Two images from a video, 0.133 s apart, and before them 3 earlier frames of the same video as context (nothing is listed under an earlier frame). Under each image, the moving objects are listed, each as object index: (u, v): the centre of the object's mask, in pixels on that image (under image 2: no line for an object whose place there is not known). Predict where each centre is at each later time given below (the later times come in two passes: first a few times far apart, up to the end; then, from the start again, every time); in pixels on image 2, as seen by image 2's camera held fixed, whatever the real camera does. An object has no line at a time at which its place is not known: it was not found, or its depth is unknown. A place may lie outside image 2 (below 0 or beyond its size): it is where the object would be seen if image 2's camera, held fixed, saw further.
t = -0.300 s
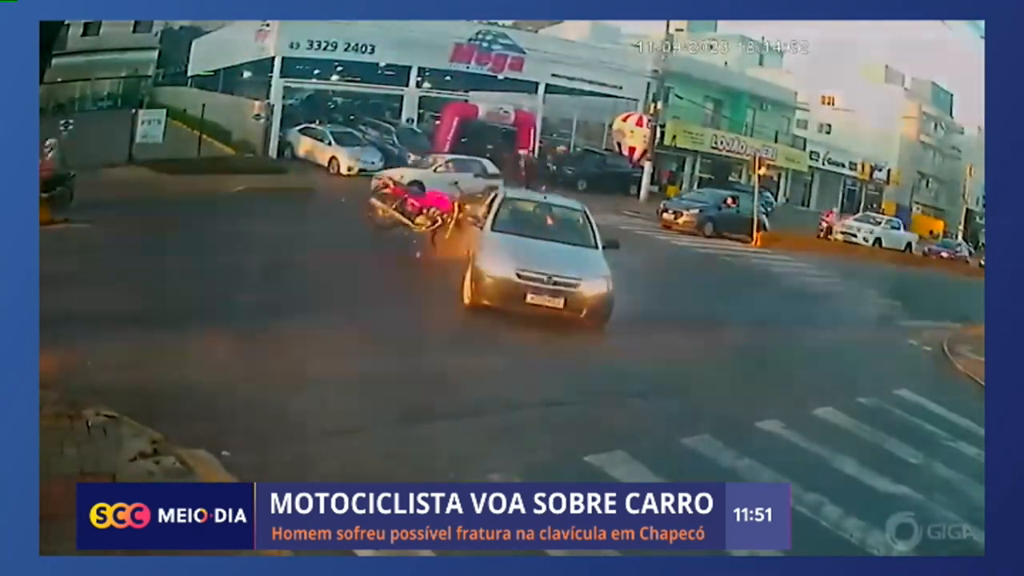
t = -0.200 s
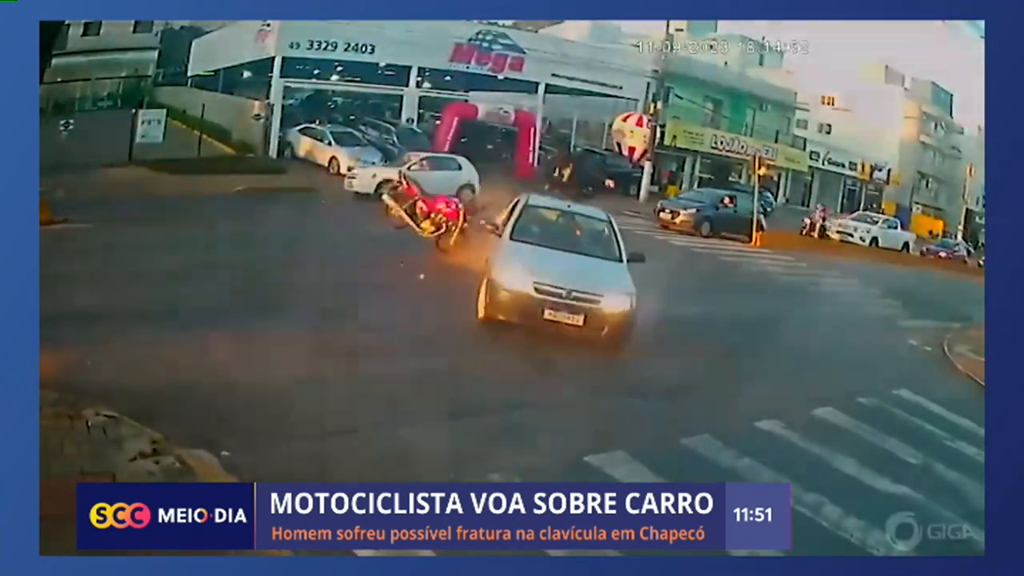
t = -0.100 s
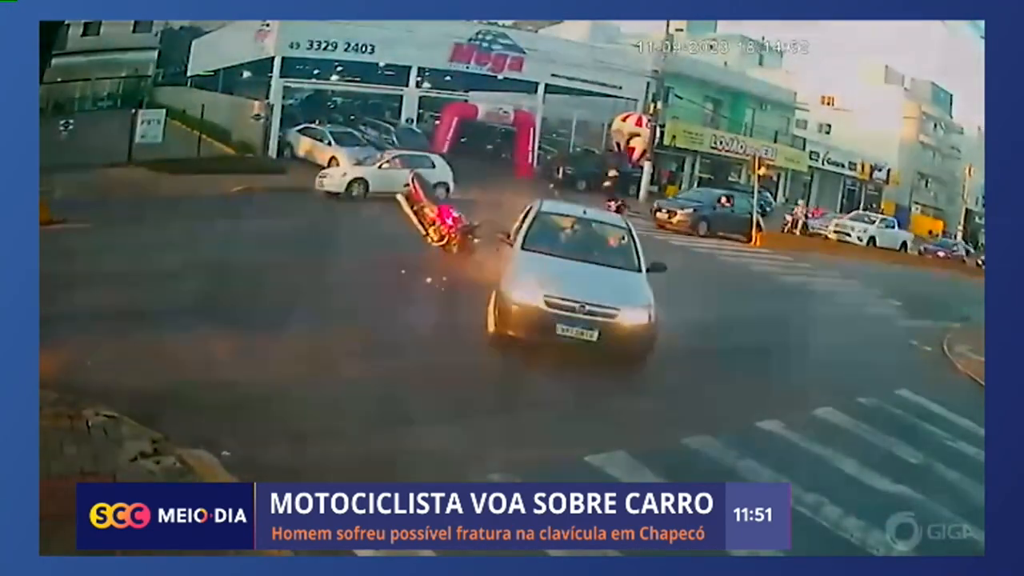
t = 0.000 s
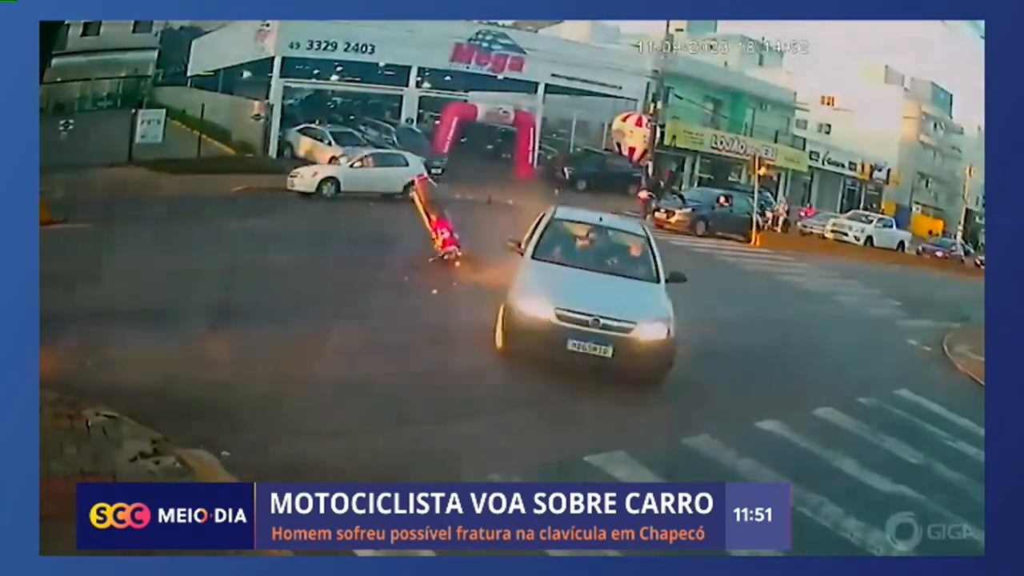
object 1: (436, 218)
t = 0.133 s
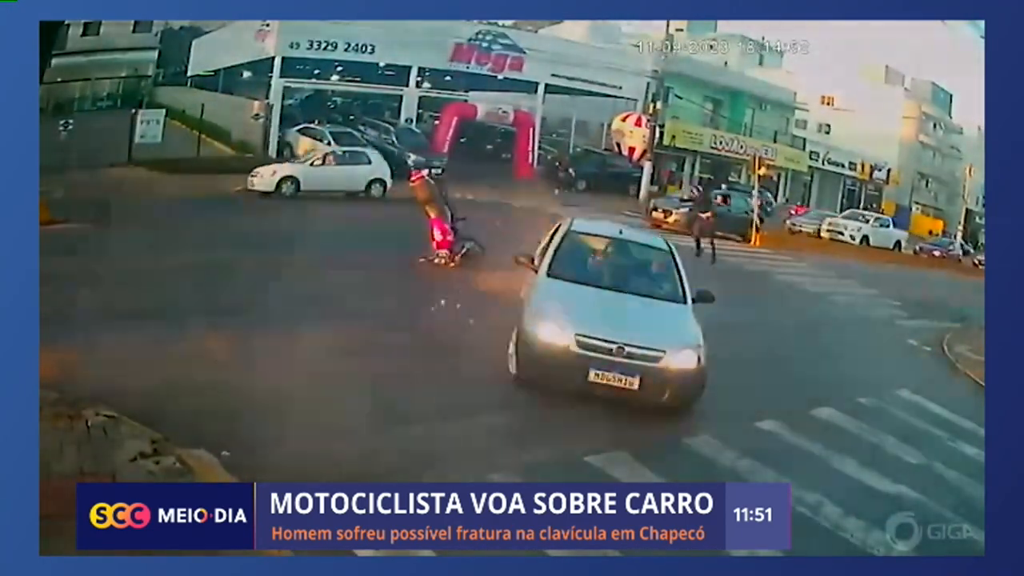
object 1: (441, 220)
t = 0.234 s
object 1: (444, 219)
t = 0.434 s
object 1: (446, 228)
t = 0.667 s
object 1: (437, 232)
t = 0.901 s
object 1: (421, 241)
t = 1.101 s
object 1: (413, 242)
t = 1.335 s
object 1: (413, 242)
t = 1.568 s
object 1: (414, 242)
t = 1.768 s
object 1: (413, 242)
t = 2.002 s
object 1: (413, 242)
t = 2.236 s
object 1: (414, 242)
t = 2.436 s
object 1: (413, 243)
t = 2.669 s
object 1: (413, 243)
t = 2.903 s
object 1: (413, 243)
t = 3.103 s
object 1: (413, 243)
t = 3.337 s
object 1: (413, 243)
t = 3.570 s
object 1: (413, 242)
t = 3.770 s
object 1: (413, 242)
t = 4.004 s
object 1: (413, 242)
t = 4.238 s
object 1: (413, 242)
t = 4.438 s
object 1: (413, 242)
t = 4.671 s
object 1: (413, 242)
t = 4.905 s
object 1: (413, 243)
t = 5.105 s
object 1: (413, 242)
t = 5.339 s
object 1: (413, 242)
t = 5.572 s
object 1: (413, 243)
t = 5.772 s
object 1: (413, 243)
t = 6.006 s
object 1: (413, 243)
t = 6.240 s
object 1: (413, 243)
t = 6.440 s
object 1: (413, 243)
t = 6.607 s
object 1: (413, 243)
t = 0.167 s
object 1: (442, 220)
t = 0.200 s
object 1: (444, 222)
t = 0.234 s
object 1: (444, 219)
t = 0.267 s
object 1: (444, 220)
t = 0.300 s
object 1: (445, 220)
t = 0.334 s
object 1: (446, 222)
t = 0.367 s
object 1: (446, 226)
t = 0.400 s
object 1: (446, 225)
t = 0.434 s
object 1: (446, 228)
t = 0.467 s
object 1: (446, 226)
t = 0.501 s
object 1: (445, 228)
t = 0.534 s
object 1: (444, 228)
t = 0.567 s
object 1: (443, 229)
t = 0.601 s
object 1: (440, 230)
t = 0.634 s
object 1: (440, 232)
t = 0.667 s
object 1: (437, 232)
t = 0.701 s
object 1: (433, 234)
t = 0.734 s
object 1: (431, 234)
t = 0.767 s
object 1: (429, 236)
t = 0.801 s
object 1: (426, 237)
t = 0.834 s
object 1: (424, 238)
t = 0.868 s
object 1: (423, 240)
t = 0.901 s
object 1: (421, 241)
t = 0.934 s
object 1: (421, 243)
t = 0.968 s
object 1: (419, 243)
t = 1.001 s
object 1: (419, 242)
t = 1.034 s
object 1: (417, 242)
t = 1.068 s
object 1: (415, 242)
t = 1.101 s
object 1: (413, 242)
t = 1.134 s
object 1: (413, 243)
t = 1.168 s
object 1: (413, 243)
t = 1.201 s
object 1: (412, 242)
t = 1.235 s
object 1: (412, 242)
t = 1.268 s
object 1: (413, 242)
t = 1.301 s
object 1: (413, 242)
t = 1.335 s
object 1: (413, 242)
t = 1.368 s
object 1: (413, 242)
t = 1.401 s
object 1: (413, 243)
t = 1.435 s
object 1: (414, 243)
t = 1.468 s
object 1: (413, 242)
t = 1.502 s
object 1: (413, 242)
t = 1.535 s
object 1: (413, 242)
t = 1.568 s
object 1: (414, 242)
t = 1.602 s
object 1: (413, 242)
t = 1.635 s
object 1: (413, 242)
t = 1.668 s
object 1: (414, 242)
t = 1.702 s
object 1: (414, 242)
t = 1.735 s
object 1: (413, 242)
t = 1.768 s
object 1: (413, 242)
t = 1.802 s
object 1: (413, 242)
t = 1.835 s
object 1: (413, 242)
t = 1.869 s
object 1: (413, 242)
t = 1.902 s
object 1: (413, 242)
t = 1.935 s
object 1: (413, 242)
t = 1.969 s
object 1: (413, 242)
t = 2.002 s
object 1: (413, 242)
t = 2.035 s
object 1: (413, 242)
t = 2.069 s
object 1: (413, 242)
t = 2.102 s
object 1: (413, 242)
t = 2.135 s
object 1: (413, 242)
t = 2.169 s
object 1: (413, 242)
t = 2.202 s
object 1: (413, 242)
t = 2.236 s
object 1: (414, 242)
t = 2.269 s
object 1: (413, 243)
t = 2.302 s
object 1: (414, 243)
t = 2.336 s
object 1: (413, 243)
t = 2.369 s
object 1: (413, 243)
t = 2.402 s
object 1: (413, 243)
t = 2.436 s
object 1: (413, 243)
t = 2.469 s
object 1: (413, 242)
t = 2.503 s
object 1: (413, 242)
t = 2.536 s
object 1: (413, 243)
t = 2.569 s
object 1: (413, 243)
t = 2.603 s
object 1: (413, 242)
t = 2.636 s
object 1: (413, 242)
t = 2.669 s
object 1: (413, 243)
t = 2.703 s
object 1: (413, 243)
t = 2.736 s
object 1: (413, 243)
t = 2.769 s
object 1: (413, 243)
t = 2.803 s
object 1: (413, 243)
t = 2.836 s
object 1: (413, 243)
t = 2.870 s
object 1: (414, 243)
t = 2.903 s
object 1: (413, 243)
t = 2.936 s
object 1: (414, 243)
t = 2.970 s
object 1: (413, 243)
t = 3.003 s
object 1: (413, 243)
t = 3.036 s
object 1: (413, 243)
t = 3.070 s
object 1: (413, 243)
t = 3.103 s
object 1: (413, 243)
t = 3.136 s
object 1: (413, 243)
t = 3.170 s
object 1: (413, 243)
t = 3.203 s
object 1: (413, 243)
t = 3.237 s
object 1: (413, 243)
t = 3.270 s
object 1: (414, 243)
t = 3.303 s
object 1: (414, 243)
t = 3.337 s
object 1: (413, 243)
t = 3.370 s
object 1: (413, 243)
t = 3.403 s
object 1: (414, 243)
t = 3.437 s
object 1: (413, 243)
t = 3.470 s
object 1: (413, 243)
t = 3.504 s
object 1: (413, 243)
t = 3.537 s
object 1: (413, 243)
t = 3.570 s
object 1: (413, 242)
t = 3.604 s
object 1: (413, 243)
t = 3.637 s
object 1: (413, 242)
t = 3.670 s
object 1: (413, 243)
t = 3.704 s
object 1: (412, 243)
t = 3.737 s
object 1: (413, 242)
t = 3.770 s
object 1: (413, 242)
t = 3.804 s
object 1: (413, 242)
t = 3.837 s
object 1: (413, 242)
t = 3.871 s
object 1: (413, 242)
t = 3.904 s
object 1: (413, 242)
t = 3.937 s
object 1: (413, 243)
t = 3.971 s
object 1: (413, 242)
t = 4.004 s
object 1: (413, 242)
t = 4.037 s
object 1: (413, 242)
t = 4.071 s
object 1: (413, 242)
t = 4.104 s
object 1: (413, 242)
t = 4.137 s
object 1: (413, 242)
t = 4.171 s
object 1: (413, 242)
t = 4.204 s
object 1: (413, 242)
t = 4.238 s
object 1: (413, 242)
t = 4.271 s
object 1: (413, 242)
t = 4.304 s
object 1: (413, 242)
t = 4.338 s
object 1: (413, 242)
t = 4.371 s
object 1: (413, 243)
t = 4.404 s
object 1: (413, 242)
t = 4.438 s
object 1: (413, 242)
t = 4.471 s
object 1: (413, 242)
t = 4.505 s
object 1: (413, 242)
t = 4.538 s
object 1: (413, 243)
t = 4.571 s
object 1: (413, 242)
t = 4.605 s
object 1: (413, 242)
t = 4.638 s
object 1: (414, 242)
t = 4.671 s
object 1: (413, 242)
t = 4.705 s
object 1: (413, 242)
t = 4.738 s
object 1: (413, 242)
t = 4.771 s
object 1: (413, 243)
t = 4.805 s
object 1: (413, 242)
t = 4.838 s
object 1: (413, 243)
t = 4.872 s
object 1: (413, 243)
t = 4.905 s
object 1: (413, 243)
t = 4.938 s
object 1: (413, 242)
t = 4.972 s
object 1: (413, 242)
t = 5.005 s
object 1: (413, 242)
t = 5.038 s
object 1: (413, 242)
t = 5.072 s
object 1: (413, 242)
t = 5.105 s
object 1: (413, 242)
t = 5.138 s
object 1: (413, 242)
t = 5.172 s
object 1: (413, 242)
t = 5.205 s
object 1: (413, 243)
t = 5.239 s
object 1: (413, 243)
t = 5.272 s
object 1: (413, 242)
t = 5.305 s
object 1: (413, 242)
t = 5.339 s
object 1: (413, 242)
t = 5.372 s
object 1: (413, 243)
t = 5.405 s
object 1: (413, 243)
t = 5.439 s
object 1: (413, 243)
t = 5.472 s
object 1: (413, 243)
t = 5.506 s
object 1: (413, 243)
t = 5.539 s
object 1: (413, 243)
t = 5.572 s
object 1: (413, 243)
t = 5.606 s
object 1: (413, 243)
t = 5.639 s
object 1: (413, 243)
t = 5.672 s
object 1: (413, 243)
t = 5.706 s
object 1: (413, 243)
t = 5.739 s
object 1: (413, 243)
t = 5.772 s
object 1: (413, 243)
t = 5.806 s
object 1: (413, 243)
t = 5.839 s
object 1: (413, 243)
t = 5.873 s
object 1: (413, 243)
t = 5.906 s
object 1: (413, 243)
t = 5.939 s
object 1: (414, 243)
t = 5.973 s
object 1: (413, 243)
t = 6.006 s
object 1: (413, 243)
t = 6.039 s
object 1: (414, 243)
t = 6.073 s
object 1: (413, 243)
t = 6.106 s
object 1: (413, 243)
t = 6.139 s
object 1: (413, 243)
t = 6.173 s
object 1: (413, 243)
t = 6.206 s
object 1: (413, 243)
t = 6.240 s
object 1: (413, 243)
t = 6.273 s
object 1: (414, 243)
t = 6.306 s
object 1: (414, 243)
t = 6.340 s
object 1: (413, 243)
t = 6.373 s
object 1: (413, 243)
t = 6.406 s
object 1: (414, 243)
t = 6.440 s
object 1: (413, 243)
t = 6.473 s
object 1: (413, 243)
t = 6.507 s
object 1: (413, 243)
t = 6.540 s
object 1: (413, 243)
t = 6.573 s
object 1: (413, 243)
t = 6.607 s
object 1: (413, 243)
